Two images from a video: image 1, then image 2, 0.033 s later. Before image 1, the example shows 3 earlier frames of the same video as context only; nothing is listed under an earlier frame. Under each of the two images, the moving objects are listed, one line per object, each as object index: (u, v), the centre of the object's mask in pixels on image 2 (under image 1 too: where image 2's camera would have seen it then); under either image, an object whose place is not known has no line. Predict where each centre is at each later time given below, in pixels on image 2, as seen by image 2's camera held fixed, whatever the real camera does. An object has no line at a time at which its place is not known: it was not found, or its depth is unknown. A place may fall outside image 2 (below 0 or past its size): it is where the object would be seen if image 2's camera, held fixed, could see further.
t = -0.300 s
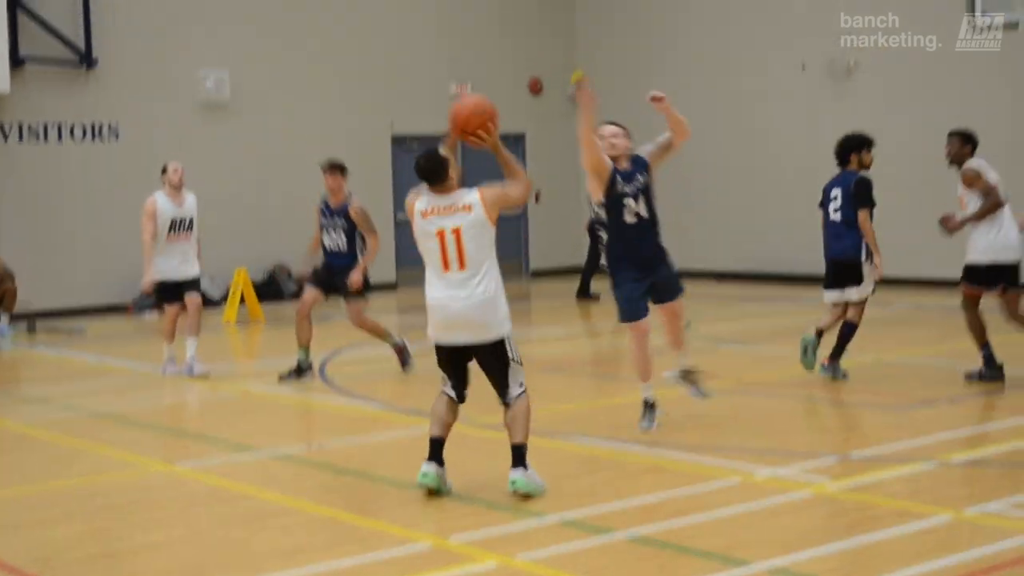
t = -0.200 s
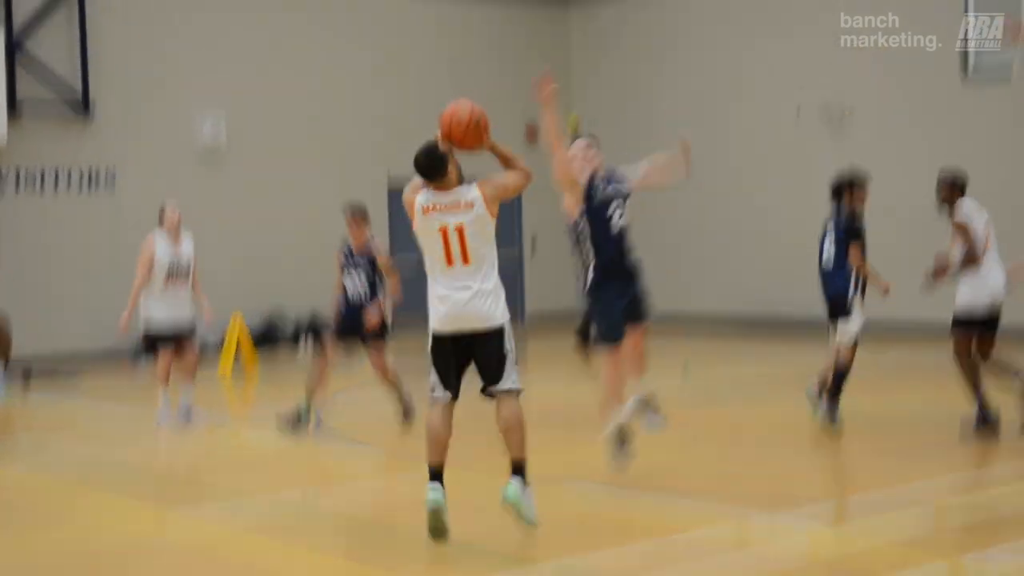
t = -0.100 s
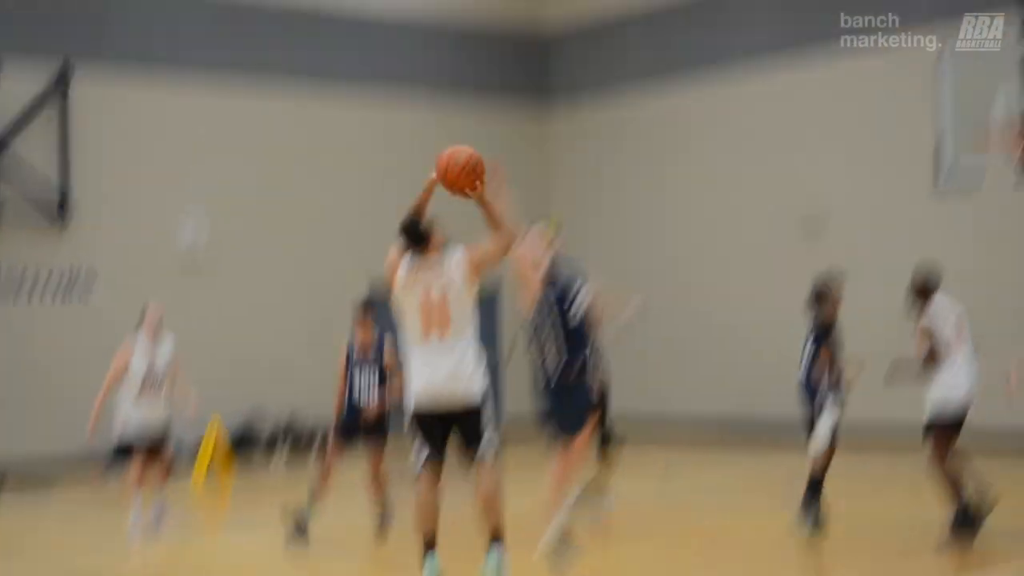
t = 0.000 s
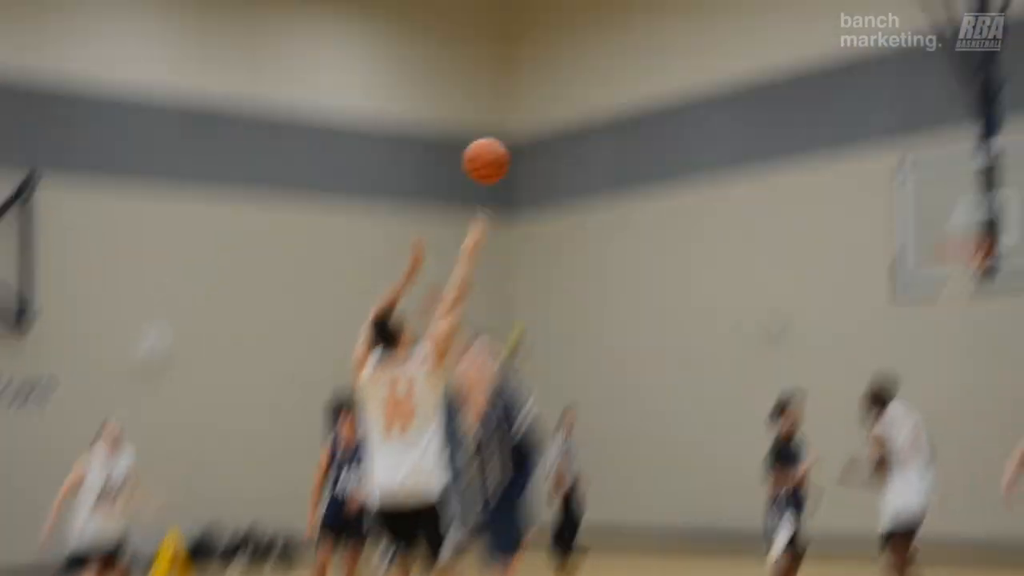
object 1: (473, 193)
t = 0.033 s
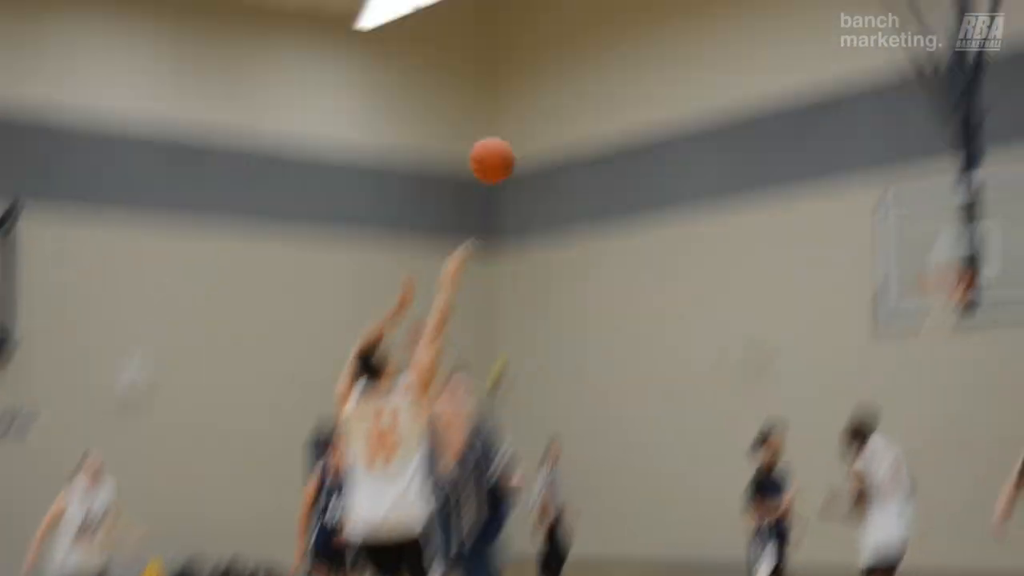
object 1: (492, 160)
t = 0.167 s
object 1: (568, 67)
